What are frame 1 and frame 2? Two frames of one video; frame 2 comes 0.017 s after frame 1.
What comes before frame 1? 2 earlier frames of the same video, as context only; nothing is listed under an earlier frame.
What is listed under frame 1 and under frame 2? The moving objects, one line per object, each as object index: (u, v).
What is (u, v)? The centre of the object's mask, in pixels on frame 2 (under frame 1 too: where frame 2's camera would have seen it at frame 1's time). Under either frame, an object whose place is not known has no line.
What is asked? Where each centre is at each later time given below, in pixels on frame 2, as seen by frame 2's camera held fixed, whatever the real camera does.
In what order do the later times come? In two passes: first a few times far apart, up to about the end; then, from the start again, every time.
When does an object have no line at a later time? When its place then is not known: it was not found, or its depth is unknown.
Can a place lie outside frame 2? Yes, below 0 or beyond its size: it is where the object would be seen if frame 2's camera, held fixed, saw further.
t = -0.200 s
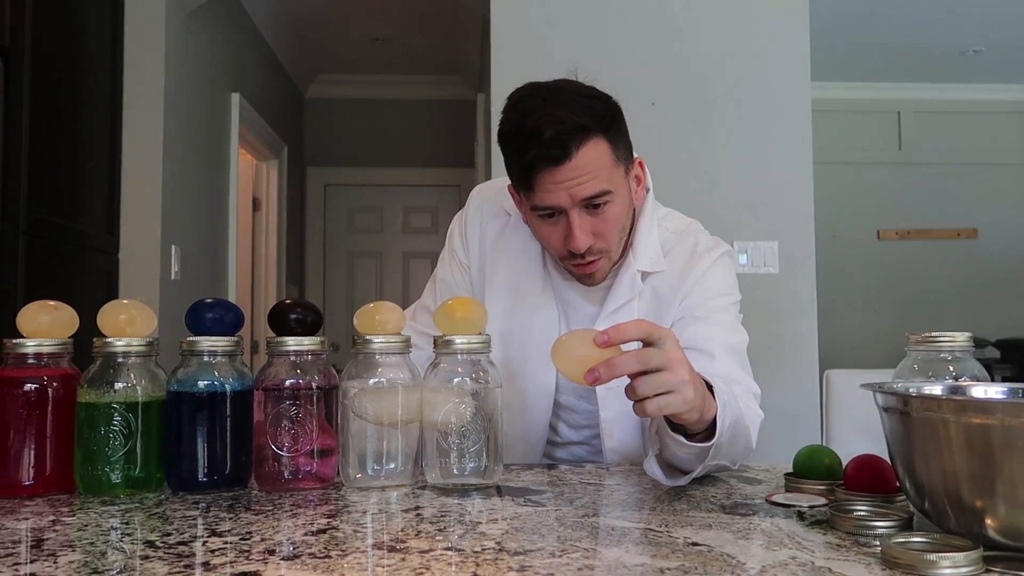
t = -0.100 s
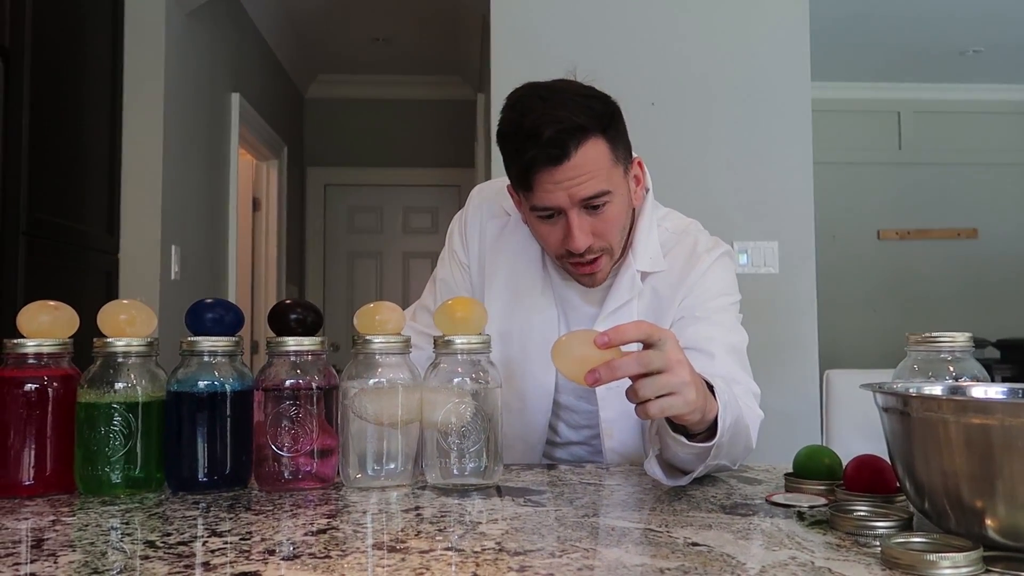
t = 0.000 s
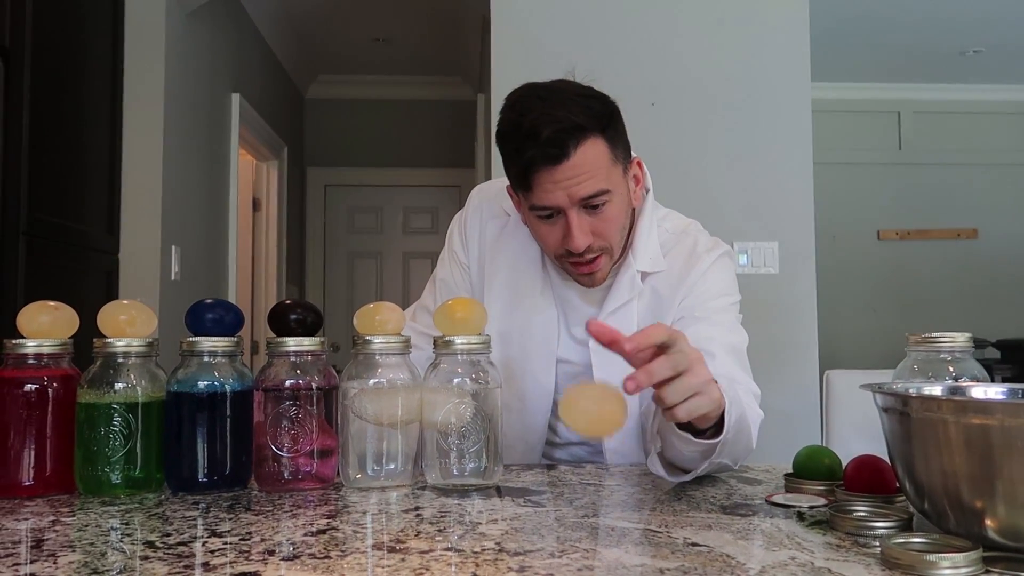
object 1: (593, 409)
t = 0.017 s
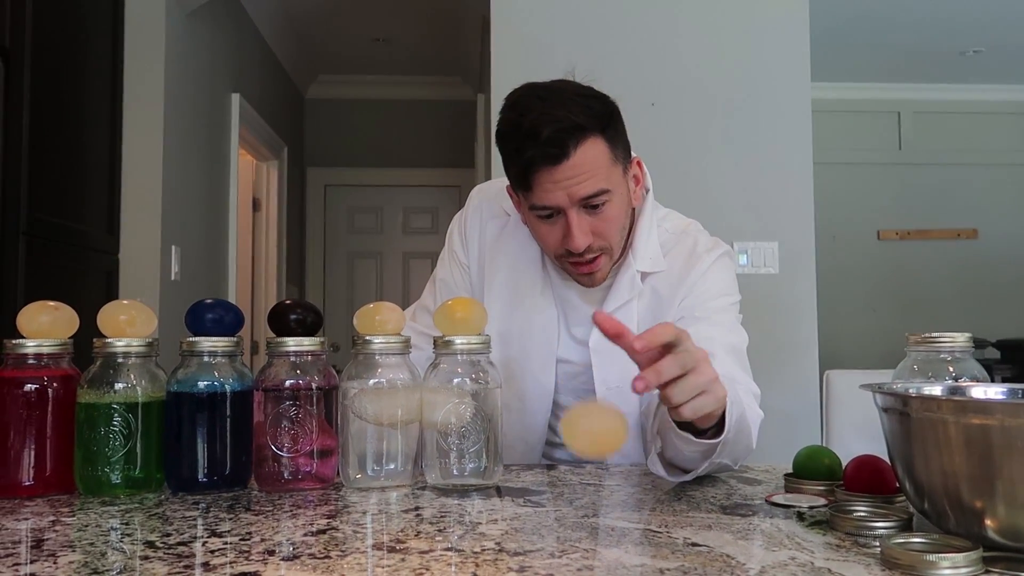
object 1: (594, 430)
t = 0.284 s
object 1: (592, 491)
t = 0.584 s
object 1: (609, 491)
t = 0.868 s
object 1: (598, 515)
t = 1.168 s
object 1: (602, 517)
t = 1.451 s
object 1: (598, 514)
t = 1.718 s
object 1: (593, 514)
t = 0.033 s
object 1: (595, 453)
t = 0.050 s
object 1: (597, 480)
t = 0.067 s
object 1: (598, 509)
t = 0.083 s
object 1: (598, 513)
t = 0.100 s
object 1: (597, 497)
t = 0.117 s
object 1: (597, 481)
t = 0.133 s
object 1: (596, 468)
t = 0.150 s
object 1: (595, 458)
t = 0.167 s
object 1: (595, 451)
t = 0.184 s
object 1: (594, 447)
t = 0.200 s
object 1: (594, 447)
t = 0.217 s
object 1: (593, 449)
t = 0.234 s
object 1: (593, 455)
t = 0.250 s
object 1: (593, 464)
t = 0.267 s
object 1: (592, 476)
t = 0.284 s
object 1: (592, 491)
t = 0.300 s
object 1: (592, 512)
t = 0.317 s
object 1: (592, 521)
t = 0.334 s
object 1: (593, 509)
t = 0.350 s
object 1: (595, 497)
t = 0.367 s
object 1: (597, 487)
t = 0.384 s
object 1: (599, 481)
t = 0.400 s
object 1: (601, 479)
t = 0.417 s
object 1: (602, 479)
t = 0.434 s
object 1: (604, 482)
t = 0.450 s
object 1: (606, 488)
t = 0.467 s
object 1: (608, 498)
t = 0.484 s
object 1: (611, 512)
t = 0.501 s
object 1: (611, 519)
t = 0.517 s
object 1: (611, 511)
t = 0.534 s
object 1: (611, 501)
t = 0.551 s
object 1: (610, 495)
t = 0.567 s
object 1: (610, 491)
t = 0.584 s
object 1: (609, 491)
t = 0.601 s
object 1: (609, 494)
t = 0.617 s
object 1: (608, 501)
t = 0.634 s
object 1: (608, 511)
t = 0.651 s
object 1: (607, 520)
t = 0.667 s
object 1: (607, 517)
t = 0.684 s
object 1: (605, 509)
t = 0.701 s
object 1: (604, 503)
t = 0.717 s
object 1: (602, 501)
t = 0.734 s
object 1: (601, 502)
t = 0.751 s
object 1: (600, 506)
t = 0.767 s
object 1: (598, 515)
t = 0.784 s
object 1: (597, 521)
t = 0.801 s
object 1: (597, 519)
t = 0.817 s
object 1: (597, 514)
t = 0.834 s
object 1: (598, 511)
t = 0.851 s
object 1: (598, 512)
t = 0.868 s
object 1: (598, 515)
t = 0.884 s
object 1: (598, 519)
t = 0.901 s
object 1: (599, 519)
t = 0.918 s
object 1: (600, 515)
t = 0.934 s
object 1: (601, 514)
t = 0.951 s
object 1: (601, 514)
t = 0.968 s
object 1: (602, 517)
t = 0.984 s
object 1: (603, 518)
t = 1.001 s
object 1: (603, 516)
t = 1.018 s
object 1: (604, 513)
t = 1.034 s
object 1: (604, 513)
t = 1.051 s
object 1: (604, 515)
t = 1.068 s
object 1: (604, 517)
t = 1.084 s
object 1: (604, 516)
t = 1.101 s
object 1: (603, 514)
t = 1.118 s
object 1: (603, 514)
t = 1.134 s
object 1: (603, 515)
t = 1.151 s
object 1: (602, 517)
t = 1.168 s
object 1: (602, 517)
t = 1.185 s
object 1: (601, 515)
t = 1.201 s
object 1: (601, 515)
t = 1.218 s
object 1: (601, 515)
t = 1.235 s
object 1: (600, 516)
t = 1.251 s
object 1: (600, 516)
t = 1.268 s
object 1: (600, 515)
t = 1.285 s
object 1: (600, 515)
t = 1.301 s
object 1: (600, 515)
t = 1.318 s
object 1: (599, 516)
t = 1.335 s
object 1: (599, 516)
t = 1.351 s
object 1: (599, 515)
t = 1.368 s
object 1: (599, 515)
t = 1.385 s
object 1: (599, 514)
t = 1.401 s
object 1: (599, 515)
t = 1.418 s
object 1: (599, 515)
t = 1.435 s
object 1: (598, 515)
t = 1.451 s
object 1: (598, 514)
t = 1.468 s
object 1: (597, 514)
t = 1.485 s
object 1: (597, 515)
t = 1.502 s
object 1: (597, 515)
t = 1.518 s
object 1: (596, 515)
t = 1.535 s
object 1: (596, 514)
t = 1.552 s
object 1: (595, 514)
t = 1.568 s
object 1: (595, 515)
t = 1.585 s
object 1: (594, 515)
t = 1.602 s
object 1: (594, 515)
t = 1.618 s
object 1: (594, 514)
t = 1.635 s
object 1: (594, 514)
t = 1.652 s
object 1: (593, 514)
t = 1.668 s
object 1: (593, 515)
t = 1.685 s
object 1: (593, 514)
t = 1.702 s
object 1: (593, 514)
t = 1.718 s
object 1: (593, 514)
